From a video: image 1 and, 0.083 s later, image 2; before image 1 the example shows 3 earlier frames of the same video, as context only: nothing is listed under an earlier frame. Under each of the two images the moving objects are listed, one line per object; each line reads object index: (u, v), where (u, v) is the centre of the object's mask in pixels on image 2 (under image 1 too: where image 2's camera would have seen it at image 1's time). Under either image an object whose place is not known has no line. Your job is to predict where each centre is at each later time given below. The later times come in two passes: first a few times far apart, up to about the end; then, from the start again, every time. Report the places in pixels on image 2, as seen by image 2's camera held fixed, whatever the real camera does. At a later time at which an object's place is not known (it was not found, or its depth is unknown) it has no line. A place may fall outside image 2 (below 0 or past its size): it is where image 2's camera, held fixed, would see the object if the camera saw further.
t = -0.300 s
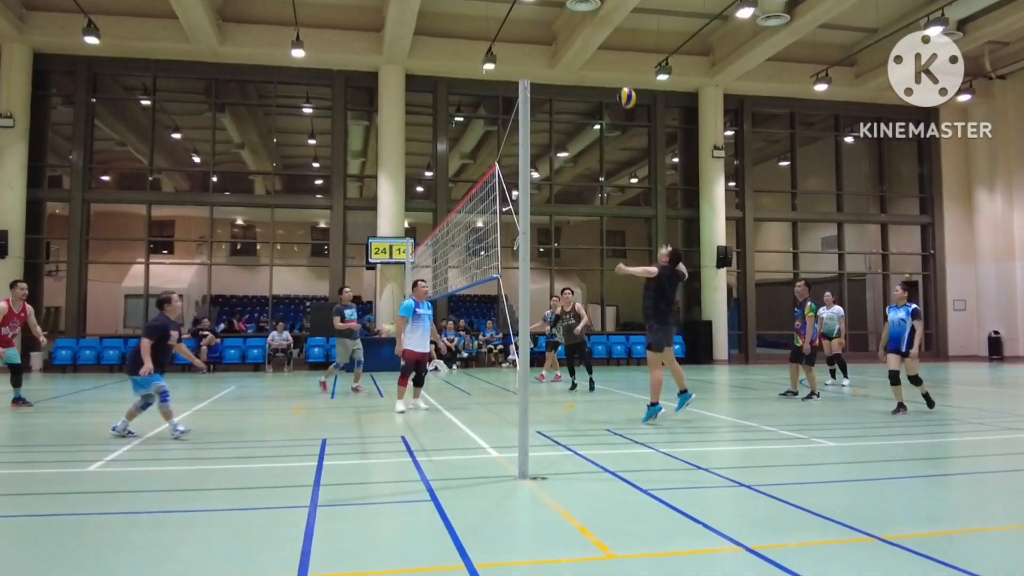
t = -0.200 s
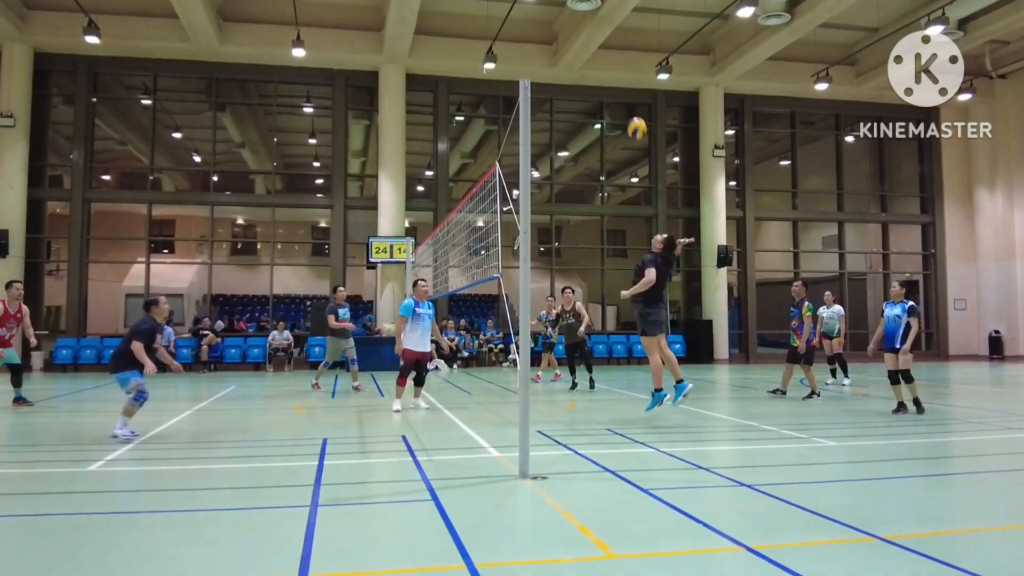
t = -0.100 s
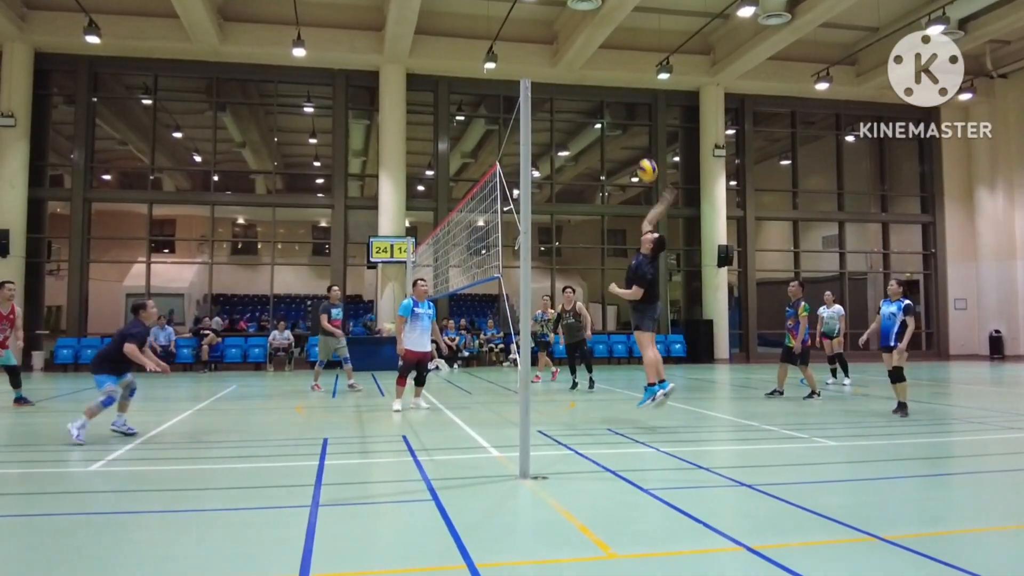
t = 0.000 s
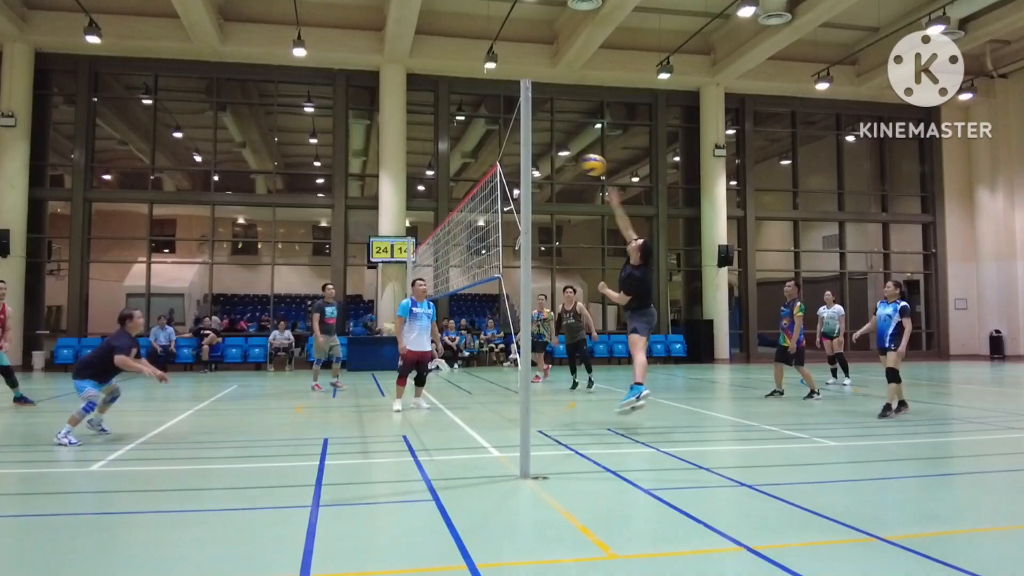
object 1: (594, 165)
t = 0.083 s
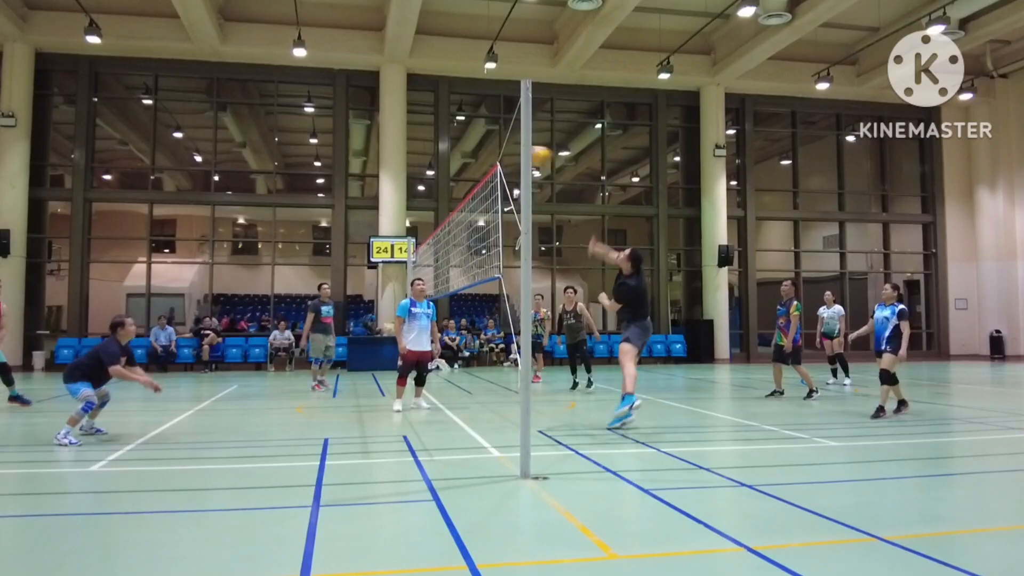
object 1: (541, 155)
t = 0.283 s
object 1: (400, 163)
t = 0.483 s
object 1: (258, 215)
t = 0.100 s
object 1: (517, 154)
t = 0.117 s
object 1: (512, 155)
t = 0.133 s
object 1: (504, 154)
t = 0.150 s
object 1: (490, 154)
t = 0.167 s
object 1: (481, 154)
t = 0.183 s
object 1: (470, 154)
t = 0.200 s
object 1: (456, 156)
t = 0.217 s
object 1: (445, 157)
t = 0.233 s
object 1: (434, 158)
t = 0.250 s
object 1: (422, 160)
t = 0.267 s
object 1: (413, 162)
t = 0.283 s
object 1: (400, 163)
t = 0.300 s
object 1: (384, 166)
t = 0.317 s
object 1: (374, 169)
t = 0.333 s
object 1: (364, 173)
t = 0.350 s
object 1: (352, 177)
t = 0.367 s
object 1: (340, 180)
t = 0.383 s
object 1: (329, 184)
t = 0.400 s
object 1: (315, 189)
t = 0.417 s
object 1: (305, 193)
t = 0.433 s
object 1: (293, 198)
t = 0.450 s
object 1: (281, 203)
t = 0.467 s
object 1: (269, 208)
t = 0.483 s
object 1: (258, 215)
